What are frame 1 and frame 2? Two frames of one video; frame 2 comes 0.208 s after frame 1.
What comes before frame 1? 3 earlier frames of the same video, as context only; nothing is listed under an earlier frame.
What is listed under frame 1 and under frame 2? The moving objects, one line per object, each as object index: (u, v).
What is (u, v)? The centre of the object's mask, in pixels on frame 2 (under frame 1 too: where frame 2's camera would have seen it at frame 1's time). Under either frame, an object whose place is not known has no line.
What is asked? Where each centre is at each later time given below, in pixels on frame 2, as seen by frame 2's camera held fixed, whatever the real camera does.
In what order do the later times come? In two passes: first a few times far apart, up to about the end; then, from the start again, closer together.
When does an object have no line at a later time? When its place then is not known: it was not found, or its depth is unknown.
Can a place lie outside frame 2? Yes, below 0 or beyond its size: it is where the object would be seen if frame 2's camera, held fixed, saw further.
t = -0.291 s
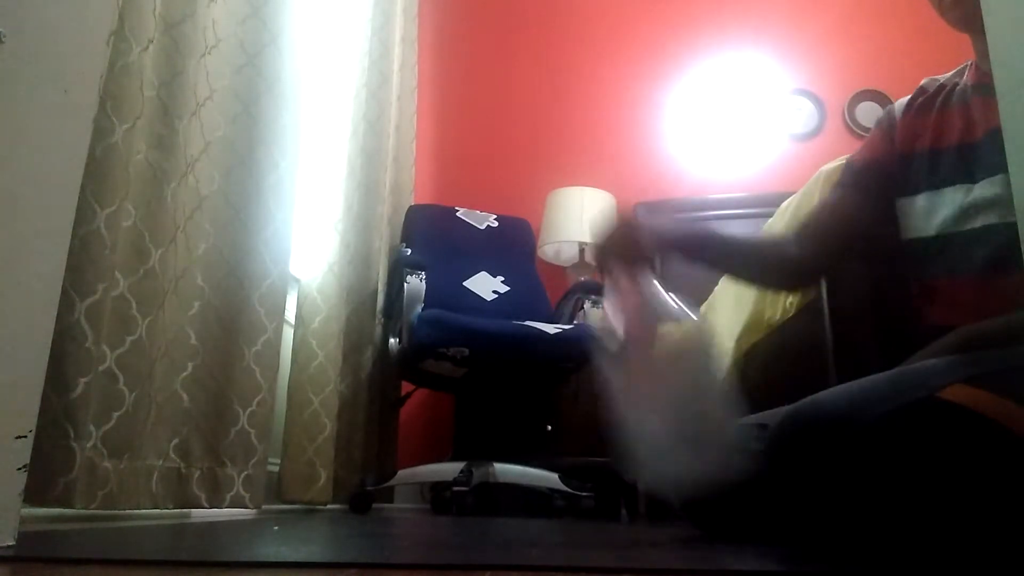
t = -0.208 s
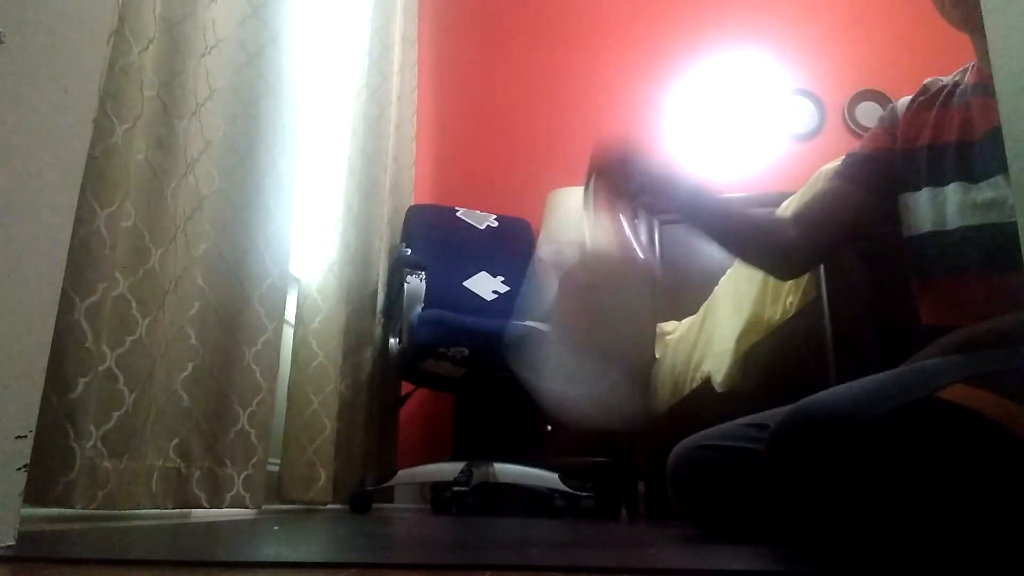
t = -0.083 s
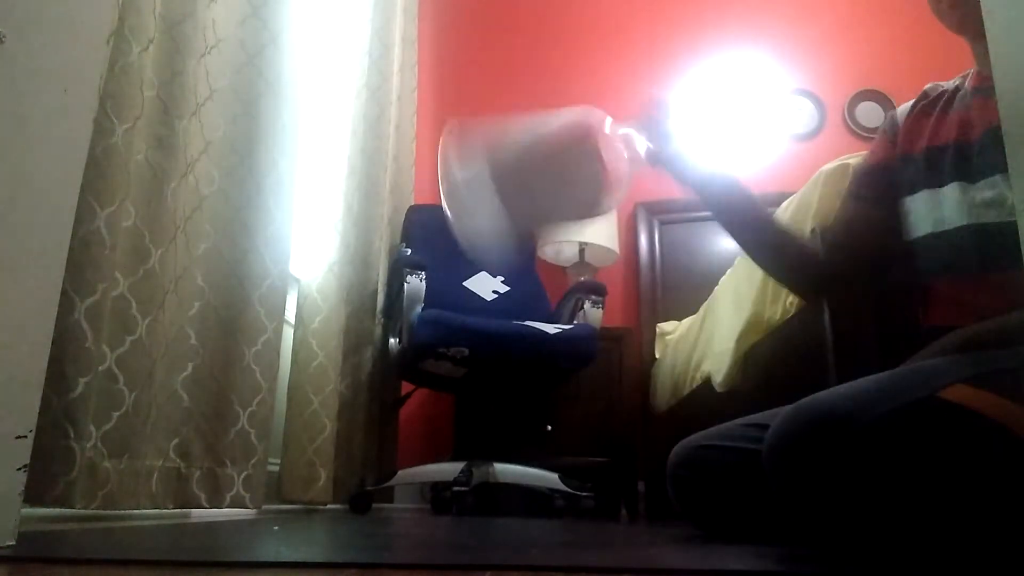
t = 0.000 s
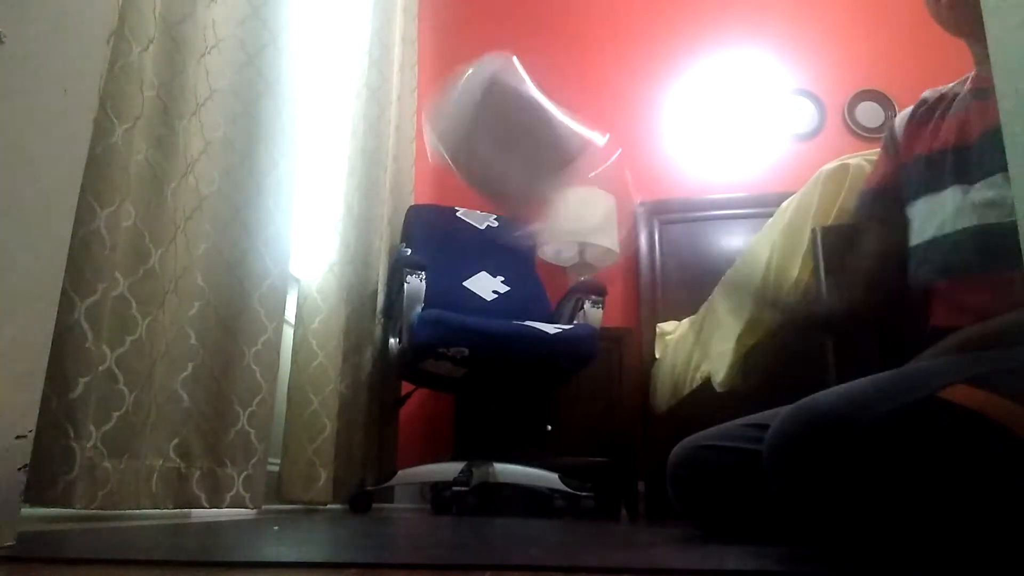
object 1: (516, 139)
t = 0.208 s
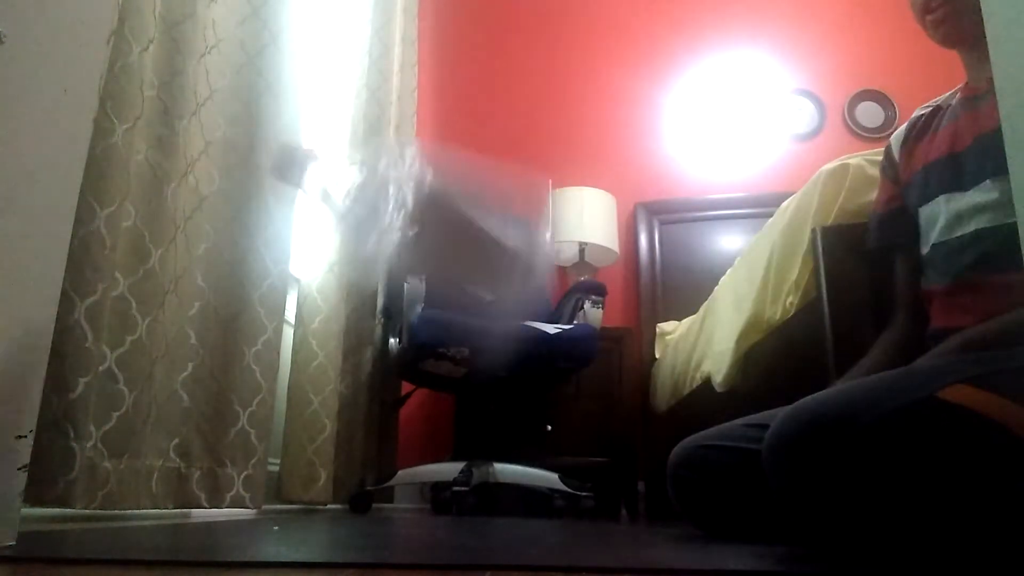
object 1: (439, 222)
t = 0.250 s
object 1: (439, 317)
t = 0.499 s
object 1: (479, 403)
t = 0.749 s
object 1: (464, 410)
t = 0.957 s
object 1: (449, 413)
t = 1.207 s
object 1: (458, 415)
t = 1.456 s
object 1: (456, 415)
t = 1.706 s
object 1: (456, 416)
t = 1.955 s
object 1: (456, 416)
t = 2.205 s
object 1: (456, 416)
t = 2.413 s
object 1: (456, 416)
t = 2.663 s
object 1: (456, 415)
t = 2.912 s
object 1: (456, 416)
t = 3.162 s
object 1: (456, 416)
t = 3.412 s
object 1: (456, 415)
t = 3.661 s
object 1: (456, 416)
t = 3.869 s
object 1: (456, 415)
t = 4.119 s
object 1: (456, 416)
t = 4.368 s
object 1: (456, 416)
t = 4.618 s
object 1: (456, 416)
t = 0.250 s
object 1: (439, 317)
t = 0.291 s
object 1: (437, 398)
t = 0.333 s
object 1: (442, 400)
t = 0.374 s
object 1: (446, 396)
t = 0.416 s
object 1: (454, 399)
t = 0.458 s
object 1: (467, 399)
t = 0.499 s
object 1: (479, 403)
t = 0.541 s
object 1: (486, 406)
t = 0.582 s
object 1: (485, 410)
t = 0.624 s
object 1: (471, 408)
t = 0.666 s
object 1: (465, 410)
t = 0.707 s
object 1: (464, 406)
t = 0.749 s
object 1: (464, 410)
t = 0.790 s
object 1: (454, 411)
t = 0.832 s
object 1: (450, 412)
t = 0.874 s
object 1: (455, 409)
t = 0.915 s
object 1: (454, 415)
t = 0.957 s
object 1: (449, 413)
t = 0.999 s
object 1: (453, 410)
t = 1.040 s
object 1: (453, 413)
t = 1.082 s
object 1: (451, 414)
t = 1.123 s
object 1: (455, 414)
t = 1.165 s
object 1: (455, 415)
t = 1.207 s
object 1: (458, 415)
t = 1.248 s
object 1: (457, 415)
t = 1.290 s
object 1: (457, 415)
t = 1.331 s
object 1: (456, 415)
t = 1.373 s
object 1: (456, 415)
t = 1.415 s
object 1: (456, 415)
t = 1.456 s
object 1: (456, 415)
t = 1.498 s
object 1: (456, 416)
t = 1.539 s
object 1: (456, 415)
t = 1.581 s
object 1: (456, 415)
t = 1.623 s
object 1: (456, 415)
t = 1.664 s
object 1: (456, 415)
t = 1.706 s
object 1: (456, 416)
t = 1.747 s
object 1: (456, 415)
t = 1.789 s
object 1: (456, 416)
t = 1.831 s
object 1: (456, 416)
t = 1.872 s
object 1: (456, 416)
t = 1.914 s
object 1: (456, 416)
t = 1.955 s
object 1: (456, 416)
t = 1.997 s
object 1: (456, 416)
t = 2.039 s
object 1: (456, 416)
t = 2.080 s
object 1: (456, 416)
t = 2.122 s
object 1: (456, 416)
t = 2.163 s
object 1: (456, 416)
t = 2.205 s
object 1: (456, 416)
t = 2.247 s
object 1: (456, 416)
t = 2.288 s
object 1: (456, 416)
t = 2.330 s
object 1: (456, 416)
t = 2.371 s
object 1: (456, 416)
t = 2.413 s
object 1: (456, 416)
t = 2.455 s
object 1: (456, 416)
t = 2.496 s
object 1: (456, 415)
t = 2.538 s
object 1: (456, 415)
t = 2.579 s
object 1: (456, 416)
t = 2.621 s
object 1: (456, 415)
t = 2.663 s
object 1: (456, 415)
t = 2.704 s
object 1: (456, 415)
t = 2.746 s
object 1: (456, 416)
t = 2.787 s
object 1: (456, 416)
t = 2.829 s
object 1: (456, 416)
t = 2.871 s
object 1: (456, 416)
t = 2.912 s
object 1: (456, 416)
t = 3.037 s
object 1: (456, 416)
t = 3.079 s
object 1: (456, 416)
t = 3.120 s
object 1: (456, 416)
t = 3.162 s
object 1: (456, 416)
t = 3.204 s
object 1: (456, 415)
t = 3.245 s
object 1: (456, 415)
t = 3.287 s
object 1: (456, 416)
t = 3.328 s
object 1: (456, 415)
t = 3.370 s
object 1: (456, 415)
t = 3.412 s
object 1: (456, 415)
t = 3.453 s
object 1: (456, 415)
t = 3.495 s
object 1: (456, 415)
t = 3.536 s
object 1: (456, 415)
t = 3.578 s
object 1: (456, 415)
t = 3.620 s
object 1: (456, 416)
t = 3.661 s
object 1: (456, 416)
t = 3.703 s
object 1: (456, 416)
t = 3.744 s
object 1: (456, 415)
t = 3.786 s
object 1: (456, 415)
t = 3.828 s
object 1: (456, 415)
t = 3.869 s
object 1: (456, 415)
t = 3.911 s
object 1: (456, 415)
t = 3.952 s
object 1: (456, 416)
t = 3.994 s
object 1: (456, 415)
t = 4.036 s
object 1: (456, 415)
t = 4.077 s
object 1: (456, 416)
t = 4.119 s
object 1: (456, 416)
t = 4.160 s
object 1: (456, 416)
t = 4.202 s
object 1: (456, 416)
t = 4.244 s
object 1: (456, 416)
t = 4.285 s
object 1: (456, 416)
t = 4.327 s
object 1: (456, 416)
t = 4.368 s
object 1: (456, 416)
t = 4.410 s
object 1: (456, 416)
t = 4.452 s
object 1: (456, 416)
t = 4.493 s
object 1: (456, 415)
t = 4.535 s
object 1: (456, 415)
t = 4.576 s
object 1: (456, 416)
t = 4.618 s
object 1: (456, 416)
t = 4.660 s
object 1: (456, 416)
